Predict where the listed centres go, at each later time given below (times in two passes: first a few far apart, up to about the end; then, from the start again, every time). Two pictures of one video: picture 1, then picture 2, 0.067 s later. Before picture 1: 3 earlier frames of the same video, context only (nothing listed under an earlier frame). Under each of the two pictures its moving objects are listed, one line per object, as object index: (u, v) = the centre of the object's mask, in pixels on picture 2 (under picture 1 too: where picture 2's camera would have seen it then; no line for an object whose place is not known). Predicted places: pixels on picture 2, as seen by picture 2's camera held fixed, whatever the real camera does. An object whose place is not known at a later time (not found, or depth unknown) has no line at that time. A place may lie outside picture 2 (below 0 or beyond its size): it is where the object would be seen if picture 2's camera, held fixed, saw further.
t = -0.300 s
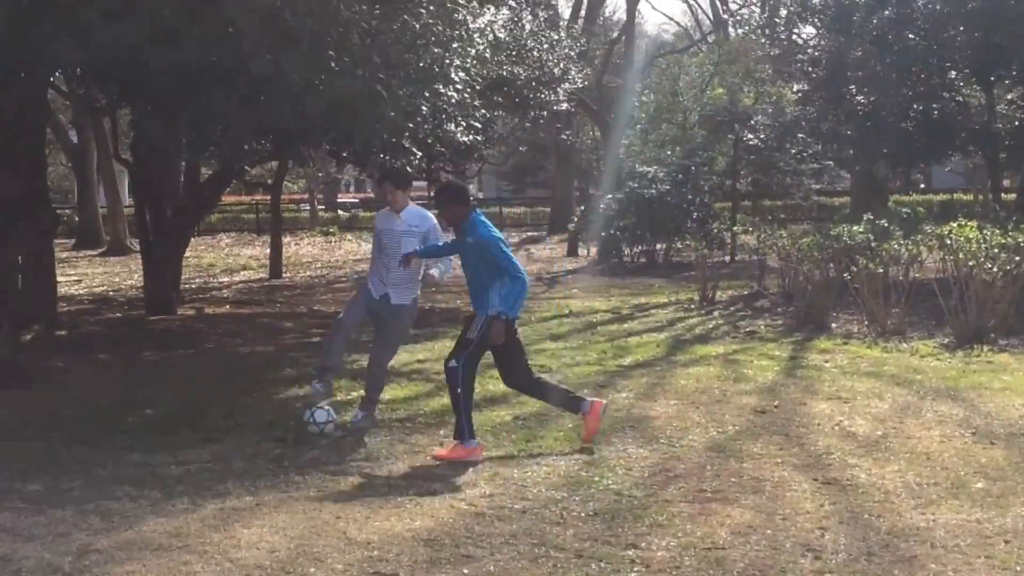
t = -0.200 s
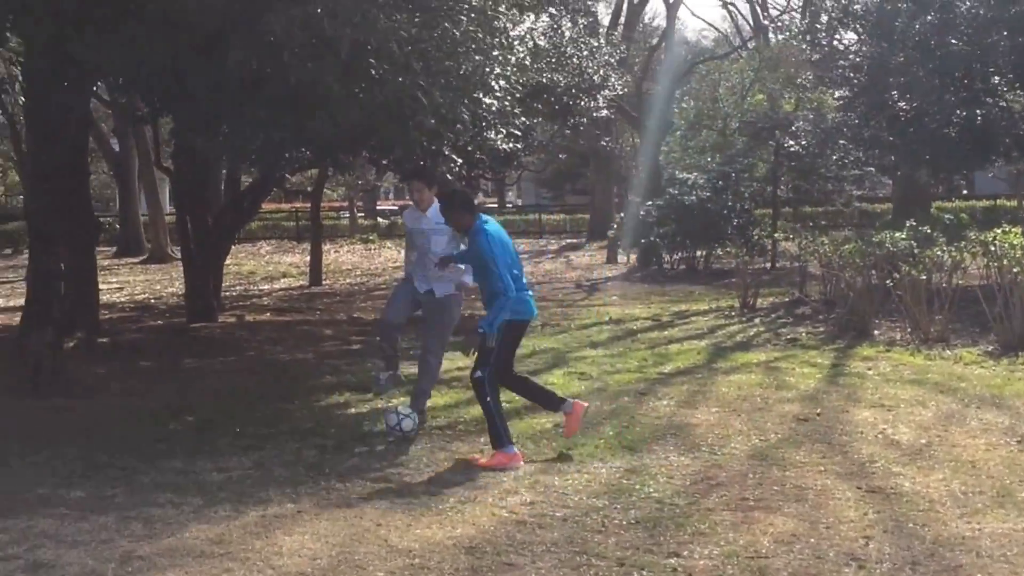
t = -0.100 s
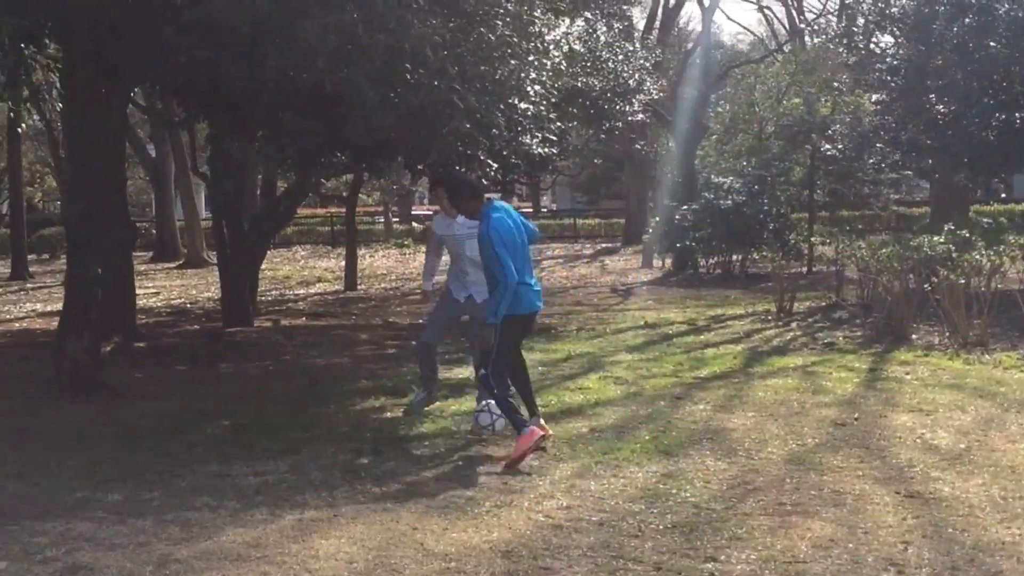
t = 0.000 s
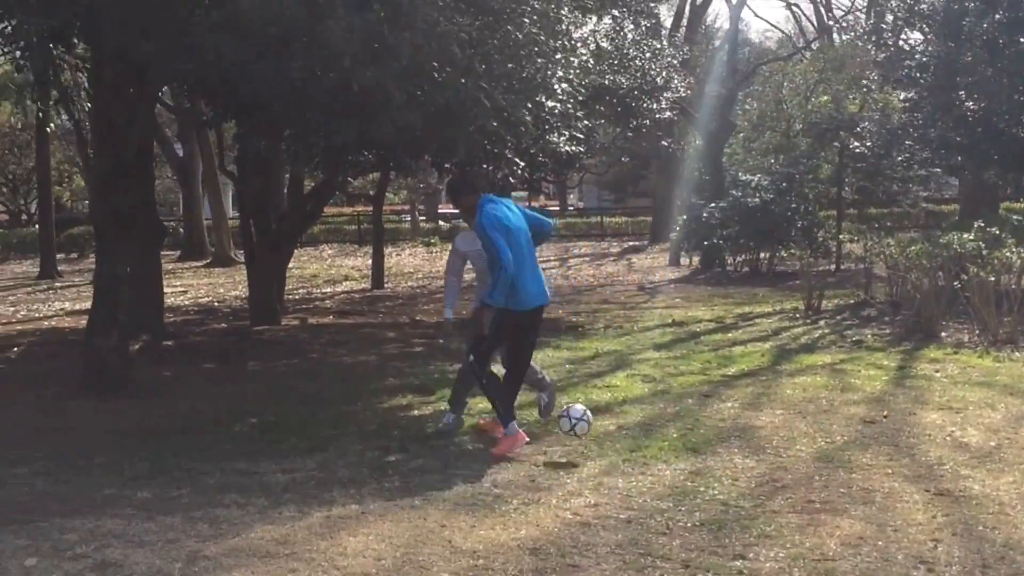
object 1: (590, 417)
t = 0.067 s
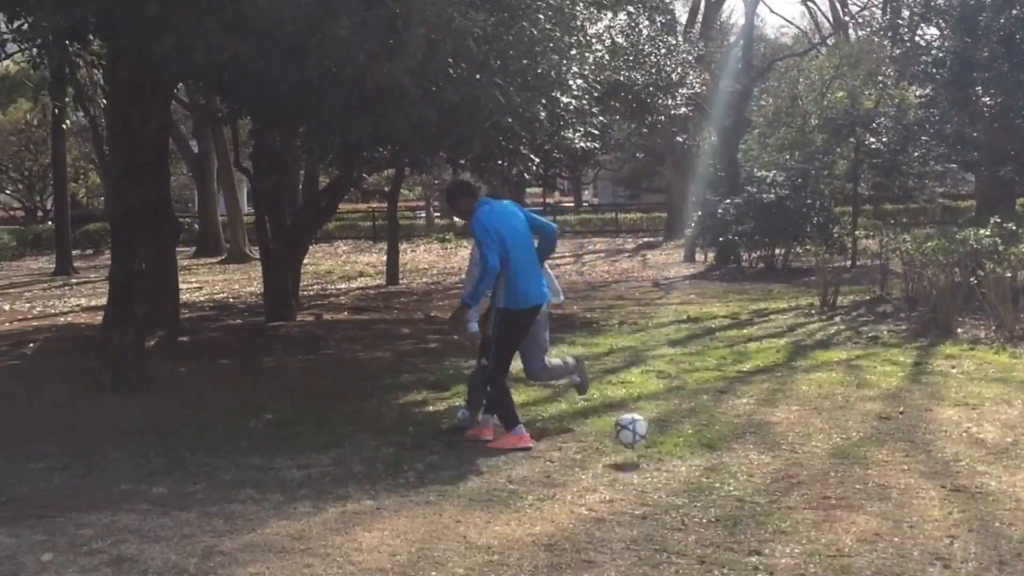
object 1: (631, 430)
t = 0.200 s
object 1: (707, 441)
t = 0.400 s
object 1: (816, 463)
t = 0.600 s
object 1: (937, 468)
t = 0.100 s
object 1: (652, 444)
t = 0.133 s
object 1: (673, 447)
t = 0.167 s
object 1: (690, 442)
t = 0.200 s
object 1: (707, 441)
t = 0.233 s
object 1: (724, 440)
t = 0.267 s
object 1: (742, 441)
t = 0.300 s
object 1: (760, 445)
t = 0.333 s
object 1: (780, 452)
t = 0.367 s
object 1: (798, 461)
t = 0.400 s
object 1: (816, 463)
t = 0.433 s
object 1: (837, 464)
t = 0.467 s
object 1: (857, 467)
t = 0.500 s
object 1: (876, 467)
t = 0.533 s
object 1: (897, 468)
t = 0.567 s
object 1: (918, 468)
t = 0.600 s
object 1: (937, 468)
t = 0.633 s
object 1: (953, 470)
